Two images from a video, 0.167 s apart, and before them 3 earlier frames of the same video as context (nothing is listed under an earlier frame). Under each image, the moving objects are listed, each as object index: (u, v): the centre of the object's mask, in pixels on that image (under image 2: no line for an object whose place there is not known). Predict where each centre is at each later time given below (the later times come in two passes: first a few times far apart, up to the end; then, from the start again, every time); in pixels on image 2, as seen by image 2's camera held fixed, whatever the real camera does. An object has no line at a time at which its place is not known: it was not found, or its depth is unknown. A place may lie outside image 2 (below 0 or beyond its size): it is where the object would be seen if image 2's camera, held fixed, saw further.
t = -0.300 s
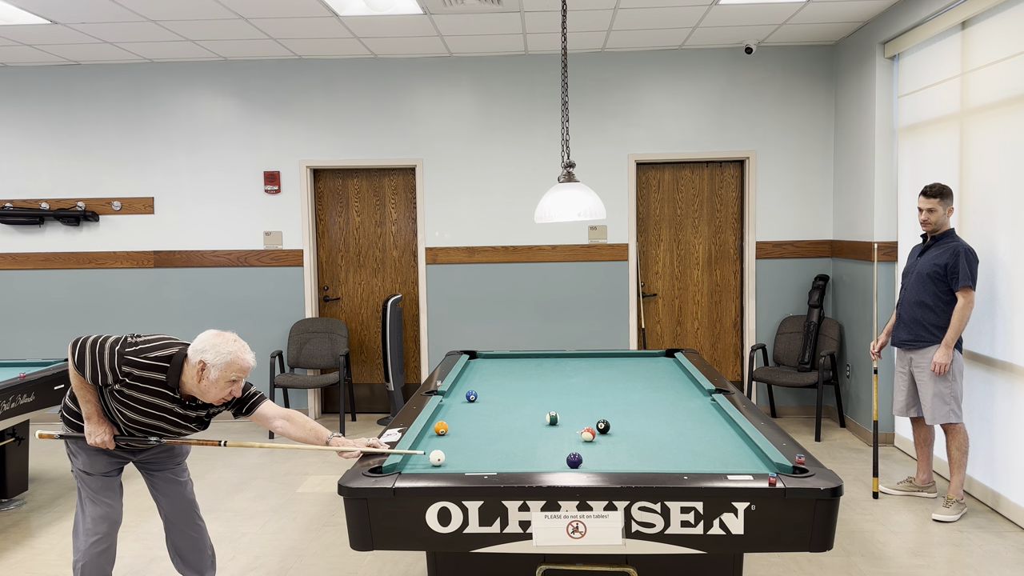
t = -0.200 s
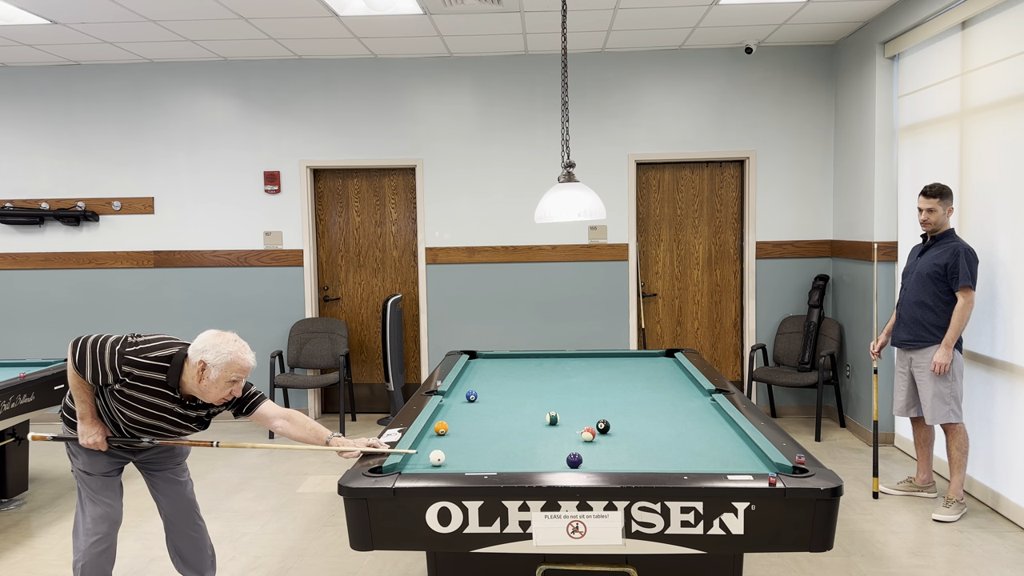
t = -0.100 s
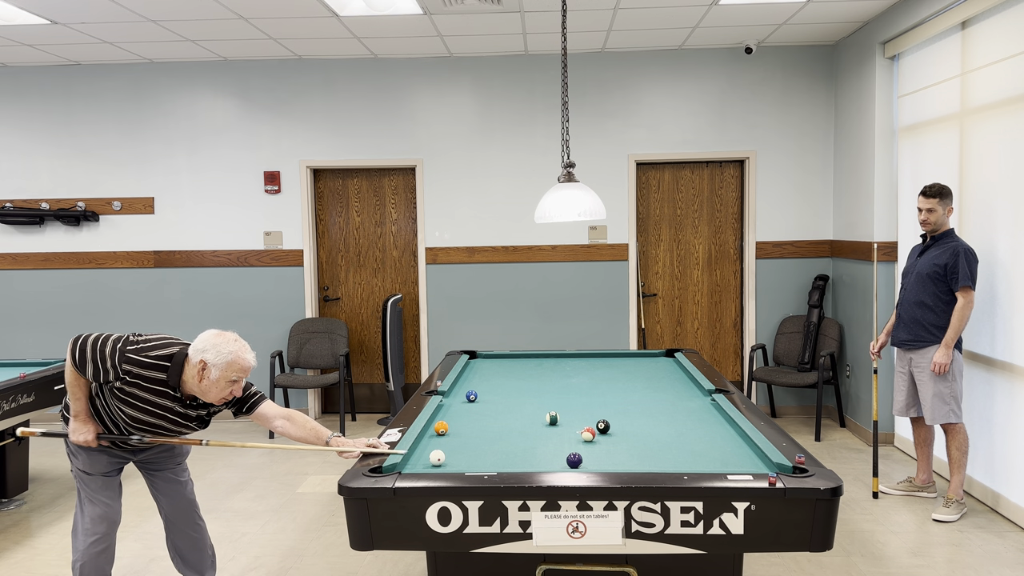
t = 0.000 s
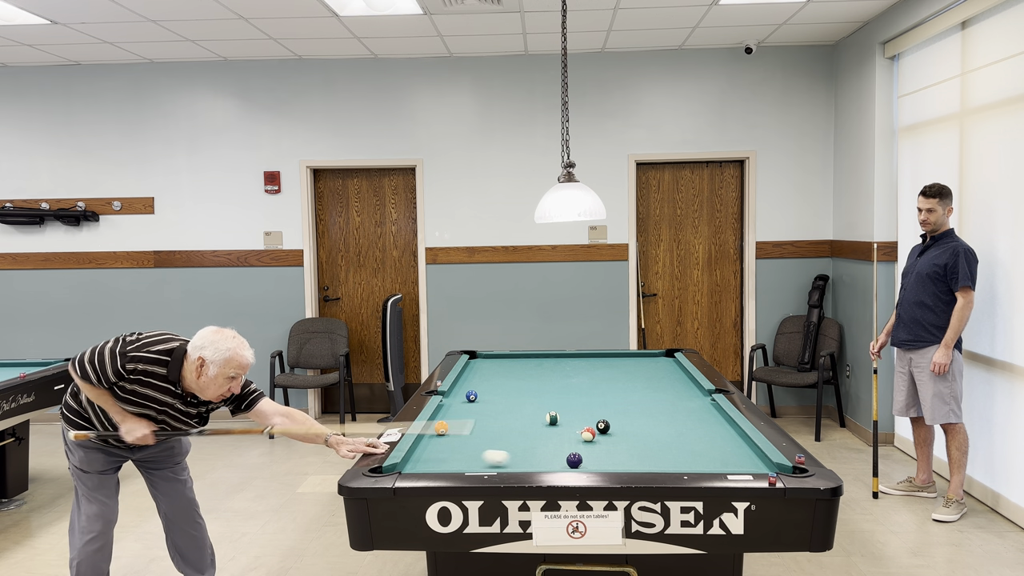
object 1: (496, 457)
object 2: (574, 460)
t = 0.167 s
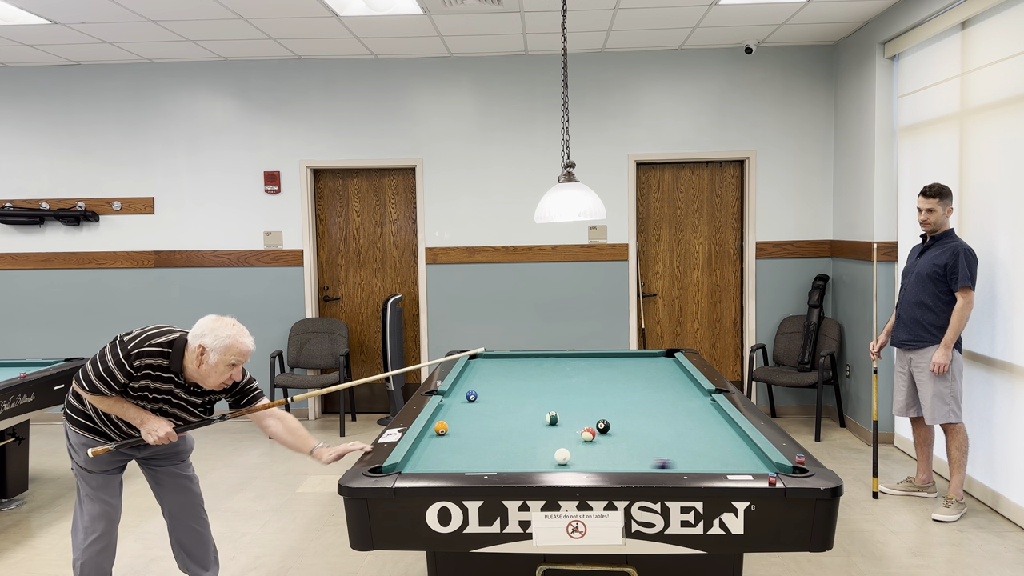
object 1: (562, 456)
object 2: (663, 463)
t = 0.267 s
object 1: (573, 453)
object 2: (744, 465)
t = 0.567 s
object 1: (637, 448)
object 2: (761, 465)
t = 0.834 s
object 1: (697, 444)
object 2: (735, 465)
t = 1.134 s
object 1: (734, 438)
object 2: (709, 465)
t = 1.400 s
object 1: (703, 432)
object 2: (688, 464)
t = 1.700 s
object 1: (672, 426)
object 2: (668, 464)
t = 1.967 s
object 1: (647, 421)
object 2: (652, 463)
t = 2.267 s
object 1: (621, 416)
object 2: (636, 463)
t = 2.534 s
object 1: (601, 412)
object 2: (623, 462)
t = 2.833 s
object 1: (581, 408)
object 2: (611, 461)
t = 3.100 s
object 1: (565, 405)
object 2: (602, 461)
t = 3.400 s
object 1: (548, 402)
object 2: (594, 460)
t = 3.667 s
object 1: (535, 400)
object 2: (589, 460)
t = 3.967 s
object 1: (522, 398)
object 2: (584, 460)
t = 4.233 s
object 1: (512, 396)
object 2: (582, 460)
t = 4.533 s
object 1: (503, 394)
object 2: (582, 460)
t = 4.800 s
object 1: (496, 392)
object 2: (582, 460)
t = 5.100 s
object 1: (489, 391)
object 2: (582, 460)
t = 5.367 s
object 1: (484, 390)
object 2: (582, 460)
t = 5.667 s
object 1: (480, 389)
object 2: (582, 460)
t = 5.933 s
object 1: (477, 388)
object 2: (582, 460)
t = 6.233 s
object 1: (475, 387)
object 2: (582, 460)
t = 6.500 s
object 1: (475, 387)
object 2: (582, 460)
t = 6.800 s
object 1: (475, 387)
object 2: (582, 460)
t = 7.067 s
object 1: (475, 387)
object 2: (582, 460)
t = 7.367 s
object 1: (475, 387)
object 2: (582, 460)
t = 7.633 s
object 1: (475, 387)
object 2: (582, 460)
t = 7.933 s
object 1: (475, 387)
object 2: (582, 460)
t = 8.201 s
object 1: (476, 387)
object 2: (582, 460)
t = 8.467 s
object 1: (476, 387)
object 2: (582, 460)
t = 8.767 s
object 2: (582, 460)
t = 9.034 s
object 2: (582, 460)
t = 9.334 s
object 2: (582, 460)
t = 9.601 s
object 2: (582, 460)
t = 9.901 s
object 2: (582, 460)
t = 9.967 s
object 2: (582, 460)
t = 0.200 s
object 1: (565, 455)
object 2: (690, 464)
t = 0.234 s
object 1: (568, 454)
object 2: (719, 465)
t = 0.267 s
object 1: (573, 453)
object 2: (744, 465)
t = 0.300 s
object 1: (578, 453)
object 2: (767, 465)
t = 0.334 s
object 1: (584, 452)
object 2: (771, 466)
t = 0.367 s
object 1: (591, 451)
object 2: (765, 467)
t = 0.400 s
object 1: (598, 451)
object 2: (766, 467)
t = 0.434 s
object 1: (606, 450)
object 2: (769, 466)
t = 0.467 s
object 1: (614, 450)
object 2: (771, 465)
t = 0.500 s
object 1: (621, 449)
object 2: (767, 465)
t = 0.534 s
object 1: (629, 448)
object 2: (764, 465)
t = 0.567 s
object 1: (637, 448)
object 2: (761, 465)
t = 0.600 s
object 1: (645, 447)
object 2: (757, 465)
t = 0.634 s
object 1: (652, 447)
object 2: (754, 465)
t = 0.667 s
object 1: (660, 446)
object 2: (751, 465)
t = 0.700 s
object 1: (667, 446)
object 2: (747, 465)
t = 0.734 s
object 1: (675, 445)
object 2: (744, 465)
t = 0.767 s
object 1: (682, 445)
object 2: (741, 465)
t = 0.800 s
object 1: (689, 444)
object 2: (738, 465)
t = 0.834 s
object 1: (697, 444)
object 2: (735, 465)
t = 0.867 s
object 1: (704, 443)
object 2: (731, 465)
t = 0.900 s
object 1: (711, 443)
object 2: (728, 465)
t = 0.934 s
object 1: (718, 442)
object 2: (725, 465)
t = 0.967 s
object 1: (725, 442)
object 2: (722, 466)
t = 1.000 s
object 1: (733, 441)
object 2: (719, 465)
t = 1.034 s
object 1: (740, 441)
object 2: (717, 465)
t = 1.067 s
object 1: (744, 440)
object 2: (714, 465)
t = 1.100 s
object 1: (739, 439)
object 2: (711, 465)
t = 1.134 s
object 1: (734, 438)
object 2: (709, 465)
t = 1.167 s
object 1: (730, 438)
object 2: (706, 465)
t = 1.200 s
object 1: (726, 437)
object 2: (703, 465)
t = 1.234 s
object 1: (722, 436)
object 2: (701, 465)
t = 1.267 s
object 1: (718, 435)
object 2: (698, 465)
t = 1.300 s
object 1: (715, 434)
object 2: (695, 465)
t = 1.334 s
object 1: (711, 434)
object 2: (693, 464)
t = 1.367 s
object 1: (707, 433)
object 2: (690, 464)
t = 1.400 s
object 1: (703, 432)
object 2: (688, 464)
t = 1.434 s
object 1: (700, 432)
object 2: (686, 464)
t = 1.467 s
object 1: (696, 431)
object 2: (684, 464)
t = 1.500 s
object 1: (692, 430)
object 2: (681, 464)
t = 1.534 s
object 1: (689, 429)
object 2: (679, 464)
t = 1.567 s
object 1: (685, 429)
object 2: (677, 464)
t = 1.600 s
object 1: (682, 428)
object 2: (674, 464)
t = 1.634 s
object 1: (678, 427)
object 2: (672, 464)
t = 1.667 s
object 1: (675, 427)
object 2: (670, 464)
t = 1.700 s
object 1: (672, 426)
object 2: (668, 464)
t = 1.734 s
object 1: (668, 425)
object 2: (666, 464)
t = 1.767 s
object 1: (665, 425)
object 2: (664, 464)
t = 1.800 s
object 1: (662, 424)
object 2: (662, 463)
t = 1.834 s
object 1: (659, 423)
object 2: (659, 463)
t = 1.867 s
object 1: (656, 423)
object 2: (657, 463)
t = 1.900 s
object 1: (653, 422)
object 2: (656, 463)
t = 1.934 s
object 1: (650, 422)
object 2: (654, 463)
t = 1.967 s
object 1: (647, 421)
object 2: (652, 463)
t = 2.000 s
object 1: (644, 420)
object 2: (650, 463)
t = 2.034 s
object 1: (641, 420)
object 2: (648, 463)
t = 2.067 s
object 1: (638, 419)
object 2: (646, 463)
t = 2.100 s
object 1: (635, 419)
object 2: (644, 463)
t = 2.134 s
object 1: (632, 418)
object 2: (643, 463)
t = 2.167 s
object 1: (630, 418)
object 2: (641, 463)
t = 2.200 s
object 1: (627, 417)
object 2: (639, 463)
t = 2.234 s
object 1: (624, 417)
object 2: (637, 463)
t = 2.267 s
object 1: (621, 416)
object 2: (636, 463)
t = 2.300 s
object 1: (619, 416)
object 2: (634, 462)
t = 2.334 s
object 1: (616, 415)
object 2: (632, 462)
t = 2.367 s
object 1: (614, 414)
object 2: (631, 462)
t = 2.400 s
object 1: (611, 414)
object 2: (629, 462)
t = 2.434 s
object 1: (609, 413)
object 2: (628, 462)
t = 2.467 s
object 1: (606, 413)
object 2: (626, 462)
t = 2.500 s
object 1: (604, 412)
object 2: (625, 462)
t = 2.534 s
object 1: (601, 412)
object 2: (623, 462)
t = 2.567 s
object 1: (599, 411)
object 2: (622, 462)
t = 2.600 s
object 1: (597, 411)
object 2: (620, 462)
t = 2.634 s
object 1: (594, 411)
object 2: (619, 462)
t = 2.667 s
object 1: (592, 410)
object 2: (618, 462)
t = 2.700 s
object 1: (590, 410)
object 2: (616, 462)
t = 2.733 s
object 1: (587, 410)
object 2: (615, 462)
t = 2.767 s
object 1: (585, 409)
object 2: (614, 461)
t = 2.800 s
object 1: (583, 409)
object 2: (612, 461)
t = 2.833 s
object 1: (581, 408)
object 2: (611, 461)
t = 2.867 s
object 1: (579, 408)
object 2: (610, 461)
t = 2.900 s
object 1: (577, 407)
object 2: (609, 461)
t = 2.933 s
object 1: (575, 407)
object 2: (608, 461)
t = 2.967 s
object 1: (573, 407)
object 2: (607, 461)
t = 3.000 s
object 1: (571, 406)
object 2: (605, 461)
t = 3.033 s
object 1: (568, 406)
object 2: (604, 461)
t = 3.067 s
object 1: (567, 406)
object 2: (603, 461)
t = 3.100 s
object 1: (565, 405)
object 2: (602, 461)
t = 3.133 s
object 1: (563, 405)
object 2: (601, 461)
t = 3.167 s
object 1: (561, 404)
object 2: (600, 461)
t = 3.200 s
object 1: (559, 404)
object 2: (599, 461)
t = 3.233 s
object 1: (557, 404)
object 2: (598, 461)
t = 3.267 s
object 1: (555, 403)
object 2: (598, 461)
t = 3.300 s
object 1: (554, 403)
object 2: (597, 461)
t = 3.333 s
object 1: (552, 403)
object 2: (596, 461)
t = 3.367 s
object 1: (550, 402)
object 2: (595, 461)
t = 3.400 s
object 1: (548, 402)
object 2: (594, 460)
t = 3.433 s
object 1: (547, 402)
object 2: (593, 460)
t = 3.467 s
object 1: (545, 402)
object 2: (593, 460)
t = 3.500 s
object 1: (543, 401)
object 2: (592, 460)
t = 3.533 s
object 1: (542, 401)
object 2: (591, 460)
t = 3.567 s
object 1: (540, 401)
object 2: (591, 460)
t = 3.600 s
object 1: (538, 401)
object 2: (590, 460)
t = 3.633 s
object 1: (537, 400)
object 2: (589, 460)
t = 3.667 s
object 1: (535, 400)
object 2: (589, 460)
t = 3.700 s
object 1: (534, 400)
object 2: (588, 460)
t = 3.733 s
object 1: (532, 399)
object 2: (588, 460)
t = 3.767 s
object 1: (531, 399)
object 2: (587, 460)
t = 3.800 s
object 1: (529, 399)
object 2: (587, 460)
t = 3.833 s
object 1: (528, 399)
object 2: (586, 460)
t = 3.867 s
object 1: (527, 398)
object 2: (586, 460)
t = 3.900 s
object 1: (525, 398)
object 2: (585, 460)
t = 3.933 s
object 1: (524, 398)
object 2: (585, 460)
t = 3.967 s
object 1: (522, 398)
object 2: (584, 460)
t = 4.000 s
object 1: (521, 397)
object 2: (584, 460)
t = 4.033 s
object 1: (520, 397)
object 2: (584, 460)
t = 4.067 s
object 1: (519, 397)
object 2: (583, 460)
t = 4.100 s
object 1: (517, 397)
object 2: (583, 460)
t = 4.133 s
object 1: (516, 396)
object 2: (583, 460)
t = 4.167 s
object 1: (515, 396)
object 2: (582, 460)
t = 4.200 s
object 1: (514, 396)
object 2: (582, 460)
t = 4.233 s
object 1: (512, 396)
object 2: (582, 460)
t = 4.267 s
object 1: (511, 395)
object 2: (582, 460)
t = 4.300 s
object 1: (510, 395)
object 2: (582, 460)
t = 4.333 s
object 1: (509, 395)
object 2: (582, 460)
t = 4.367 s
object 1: (508, 395)
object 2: (582, 460)
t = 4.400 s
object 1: (507, 395)
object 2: (582, 460)
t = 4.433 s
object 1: (506, 394)
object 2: (582, 460)
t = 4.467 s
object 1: (505, 394)
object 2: (582, 460)
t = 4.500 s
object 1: (504, 394)
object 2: (582, 460)
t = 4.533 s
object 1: (503, 394)
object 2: (582, 460)
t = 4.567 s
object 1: (502, 394)
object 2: (582, 460)
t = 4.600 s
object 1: (501, 394)
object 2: (582, 460)
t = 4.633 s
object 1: (500, 393)
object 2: (582, 460)
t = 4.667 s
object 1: (499, 393)
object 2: (582, 460)
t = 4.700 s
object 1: (498, 393)
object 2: (582, 460)
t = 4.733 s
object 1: (497, 393)
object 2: (582, 460)
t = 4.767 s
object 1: (497, 393)
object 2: (582, 460)
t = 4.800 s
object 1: (496, 392)
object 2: (582, 460)
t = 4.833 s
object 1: (495, 392)
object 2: (582, 460)
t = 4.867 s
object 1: (494, 392)
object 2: (582, 460)
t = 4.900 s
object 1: (493, 392)
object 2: (582, 460)
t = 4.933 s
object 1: (492, 392)
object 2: (582, 460)
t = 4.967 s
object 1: (492, 391)
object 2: (582, 460)
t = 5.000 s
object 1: (491, 391)
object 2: (582, 460)
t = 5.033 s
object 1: (490, 391)
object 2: (582, 460)
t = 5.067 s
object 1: (490, 391)
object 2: (582, 460)
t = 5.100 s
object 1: (489, 391)
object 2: (582, 460)
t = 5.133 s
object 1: (488, 391)
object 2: (582, 460)
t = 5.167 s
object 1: (488, 391)
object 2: (582, 460)
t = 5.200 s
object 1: (487, 391)
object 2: (582, 460)
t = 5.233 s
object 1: (486, 390)
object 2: (582, 460)
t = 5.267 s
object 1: (486, 390)
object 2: (582, 460)
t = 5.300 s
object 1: (485, 390)
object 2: (582, 460)
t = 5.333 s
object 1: (485, 390)
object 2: (582, 460)
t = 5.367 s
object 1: (484, 390)
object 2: (582, 460)
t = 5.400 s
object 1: (484, 390)
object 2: (582, 460)
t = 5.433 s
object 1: (483, 390)
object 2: (582, 460)
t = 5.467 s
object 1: (483, 390)
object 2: (582, 460)
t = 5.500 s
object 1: (482, 390)
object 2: (582, 460)
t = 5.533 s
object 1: (481, 389)
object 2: (582, 460)
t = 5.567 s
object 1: (481, 389)
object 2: (582, 460)
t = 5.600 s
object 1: (481, 389)
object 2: (582, 460)
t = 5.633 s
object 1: (480, 389)
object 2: (582, 460)
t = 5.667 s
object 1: (480, 389)
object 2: (582, 460)
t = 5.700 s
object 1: (479, 389)
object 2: (582, 460)
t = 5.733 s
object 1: (479, 389)
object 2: (582, 460)
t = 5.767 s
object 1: (479, 388)
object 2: (582, 460)
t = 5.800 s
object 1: (479, 388)
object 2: (582, 460)
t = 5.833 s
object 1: (478, 388)
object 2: (582, 460)
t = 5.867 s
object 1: (478, 388)
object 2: (582, 460)
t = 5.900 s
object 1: (478, 388)
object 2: (582, 460)
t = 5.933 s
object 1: (477, 388)
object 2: (582, 460)
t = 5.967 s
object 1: (477, 388)
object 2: (582, 460)
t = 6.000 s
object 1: (477, 388)
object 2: (582, 460)
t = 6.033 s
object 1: (477, 387)
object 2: (582, 460)
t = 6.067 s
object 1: (476, 387)
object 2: (582, 460)
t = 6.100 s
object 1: (476, 387)
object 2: (582, 460)
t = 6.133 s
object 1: (476, 387)
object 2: (582, 460)
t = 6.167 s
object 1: (476, 387)
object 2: (582, 460)
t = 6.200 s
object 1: (476, 387)
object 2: (582, 460)
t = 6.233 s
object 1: (475, 387)
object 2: (582, 460)
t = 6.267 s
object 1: (475, 387)
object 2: (582, 460)
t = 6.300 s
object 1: (475, 387)
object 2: (582, 460)
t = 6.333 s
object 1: (475, 387)
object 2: (582, 460)
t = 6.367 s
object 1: (475, 387)
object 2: (582, 460)
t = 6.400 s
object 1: (475, 387)
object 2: (582, 460)
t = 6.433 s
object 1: (475, 387)
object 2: (582, 460)
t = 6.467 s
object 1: (475, 387)
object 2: (582, 460)
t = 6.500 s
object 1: (475, 387)
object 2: (582, 460)
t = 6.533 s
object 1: (475, 387)
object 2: (582, 460)
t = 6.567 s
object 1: (475, 387)
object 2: (582, 460)
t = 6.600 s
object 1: (475, 387)
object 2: (582, 460)
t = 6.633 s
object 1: (475, 387)
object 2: (582, 460)
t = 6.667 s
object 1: (475, 387)
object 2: (582, 460)
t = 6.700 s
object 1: (475, 387)
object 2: (582, 460)
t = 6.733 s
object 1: (475, 387)
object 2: (582, 460)
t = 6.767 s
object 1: (475, 387)
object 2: (582, 460)
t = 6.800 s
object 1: (475, 387)
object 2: (582, 460)
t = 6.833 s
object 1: (475, 387)
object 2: (582, 460)
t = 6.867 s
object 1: (475, 387)
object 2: (582, 460)
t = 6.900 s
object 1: (475, 387)
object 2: (582, 460)
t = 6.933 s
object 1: (475, 387)
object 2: (582, 460)
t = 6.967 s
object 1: (475, 387)
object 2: (582, 460)
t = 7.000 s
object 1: (475, 387)
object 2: (582, 460)
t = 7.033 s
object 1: (475, 387)
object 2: (582, 460)
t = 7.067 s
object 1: (475, 387)
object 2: (582, 460)
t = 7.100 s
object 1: (475, 387)
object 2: (582, 460)
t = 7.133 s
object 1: (475, 387)
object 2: (582, 460)
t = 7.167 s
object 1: (475, 387)
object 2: (582, 460)
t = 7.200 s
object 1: (475, 387)
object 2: (582, 460)
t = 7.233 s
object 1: (475, 387)
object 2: (582, 460)
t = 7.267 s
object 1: (475, 387)
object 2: (582, 460)
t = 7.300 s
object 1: (475, 387)
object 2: (582, 460)
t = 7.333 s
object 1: (475, 387)
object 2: (582, 460)
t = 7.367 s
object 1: (475, 387)
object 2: (582, 460)
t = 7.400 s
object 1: (475, 387)
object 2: (582, 460)
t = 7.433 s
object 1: (475, 387)
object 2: (582, 460)
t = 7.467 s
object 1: (475, 387)
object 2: (582, 460)
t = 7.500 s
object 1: (475, 387)
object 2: (582, 460)
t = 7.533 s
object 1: (475, 387)
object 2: (582, 460)
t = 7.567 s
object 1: (475, 387)
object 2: (582, 460)
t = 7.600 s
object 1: (475, 387)
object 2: (582, 460)
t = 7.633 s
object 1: (475, 387)
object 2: (582, 460)
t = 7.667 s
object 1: (475, 387)
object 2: (582, 460)
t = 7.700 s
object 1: (475, 387)
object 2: (582, 460)
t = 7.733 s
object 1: (475, 387)
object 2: (582, 460)
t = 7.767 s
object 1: (475, 387)
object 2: (582, 460)
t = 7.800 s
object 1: (476, 387)
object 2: (582, 460)
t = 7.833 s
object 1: (475, 387)
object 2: (582, 460)
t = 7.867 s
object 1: (475, 387)
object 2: (582, 460)
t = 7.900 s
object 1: (475, 387)
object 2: (582, 460)
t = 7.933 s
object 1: (475, 387)
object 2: (582, 460)
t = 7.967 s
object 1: (475, 387)
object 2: (582, 460)
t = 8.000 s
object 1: (475, 387)
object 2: (582, 460)
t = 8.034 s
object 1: (475, 387)
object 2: (582, 460)
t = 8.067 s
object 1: (476, 387)
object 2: (582, 460)
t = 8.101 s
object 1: (475, 387)
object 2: (582, 460)
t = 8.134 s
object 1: (475, 387)
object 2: (582, 460)
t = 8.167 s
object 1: (475, 387)
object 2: (582, 460)
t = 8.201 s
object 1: (476, 387)
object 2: (582, 460)
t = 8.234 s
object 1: (475, 387)
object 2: (582, 460)
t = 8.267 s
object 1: (476, 387)
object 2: (582, 460)
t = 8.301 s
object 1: (475, 387)
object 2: (582, 460)
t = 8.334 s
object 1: (476, 387)
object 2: (582, 460)
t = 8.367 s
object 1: (475, 387)
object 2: (582, 460)
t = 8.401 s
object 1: (476, 387)
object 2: (582, 460)
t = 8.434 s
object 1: (476, 387)
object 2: (582, 460)
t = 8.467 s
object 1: (476, 387)
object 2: (582, 460)
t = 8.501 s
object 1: (475, 387)
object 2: (582, 460)
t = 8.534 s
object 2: (582, 460)
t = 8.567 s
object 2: (582, 460)
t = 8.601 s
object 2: (582, 460)
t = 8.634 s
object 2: (582, 460)
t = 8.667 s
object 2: (582, 460)
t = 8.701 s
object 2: (582, 460)
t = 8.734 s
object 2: (582, 460)
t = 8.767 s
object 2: (582, 460)
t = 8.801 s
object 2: (582, 460)
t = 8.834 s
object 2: (582, 460)
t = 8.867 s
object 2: (582, 460)
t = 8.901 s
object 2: (582, 460)
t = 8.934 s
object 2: (582, 460)
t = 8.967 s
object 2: (582, 460)
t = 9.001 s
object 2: (582, 460)
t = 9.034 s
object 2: (582, 460)
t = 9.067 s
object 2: (582, 460)
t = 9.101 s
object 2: (582, 460)
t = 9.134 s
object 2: (582, 460)
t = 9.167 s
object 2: (582, 460)
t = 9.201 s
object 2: (582, 460)
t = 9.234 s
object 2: (582, 460)
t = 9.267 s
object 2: (582, 460)
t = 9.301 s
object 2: (582, 460)
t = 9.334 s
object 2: (582, 460)
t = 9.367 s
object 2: (582, 460)
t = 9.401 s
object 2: (582, 460)
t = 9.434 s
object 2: (582, 460)
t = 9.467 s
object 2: (582, 460)
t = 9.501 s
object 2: (582, 460)
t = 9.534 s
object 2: (582, 460)
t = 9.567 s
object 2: (582, 460)
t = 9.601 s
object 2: (582, 460)
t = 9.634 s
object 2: (582, 460)
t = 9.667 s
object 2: (582, 460)
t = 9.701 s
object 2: (582, 460)
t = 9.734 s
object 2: (582, 460)
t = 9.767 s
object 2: (582, 460)
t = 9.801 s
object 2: (582, 460)
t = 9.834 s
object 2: (582, 460)
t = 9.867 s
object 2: (582, 460)
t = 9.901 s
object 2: (582, 460)
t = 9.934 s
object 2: (582, 460)
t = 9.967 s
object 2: (582, 460)
